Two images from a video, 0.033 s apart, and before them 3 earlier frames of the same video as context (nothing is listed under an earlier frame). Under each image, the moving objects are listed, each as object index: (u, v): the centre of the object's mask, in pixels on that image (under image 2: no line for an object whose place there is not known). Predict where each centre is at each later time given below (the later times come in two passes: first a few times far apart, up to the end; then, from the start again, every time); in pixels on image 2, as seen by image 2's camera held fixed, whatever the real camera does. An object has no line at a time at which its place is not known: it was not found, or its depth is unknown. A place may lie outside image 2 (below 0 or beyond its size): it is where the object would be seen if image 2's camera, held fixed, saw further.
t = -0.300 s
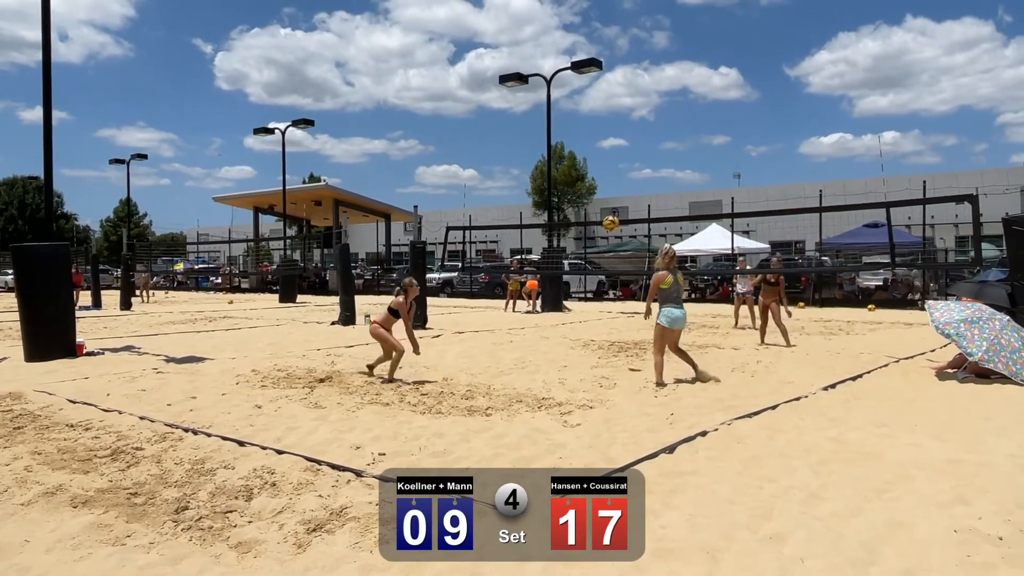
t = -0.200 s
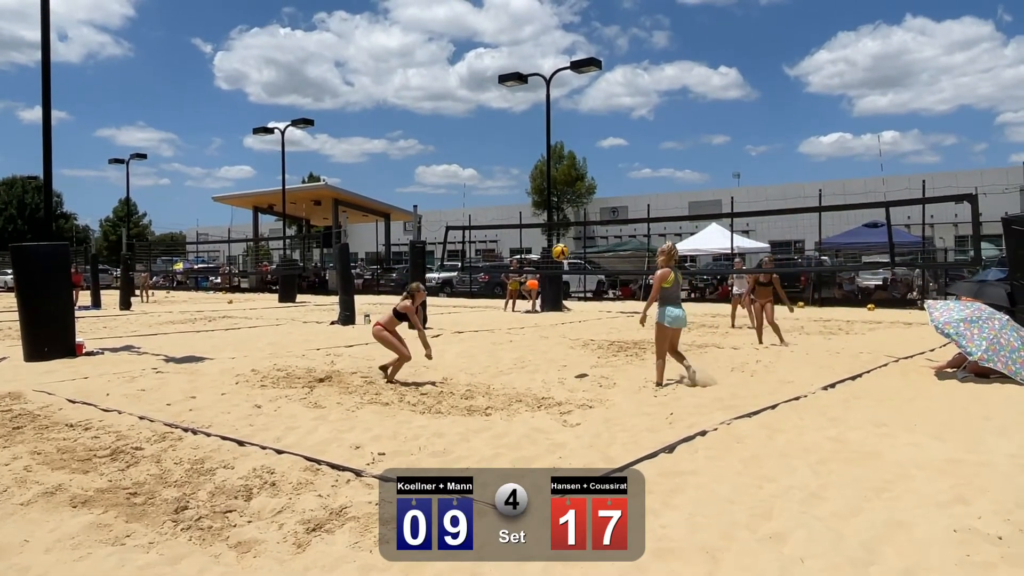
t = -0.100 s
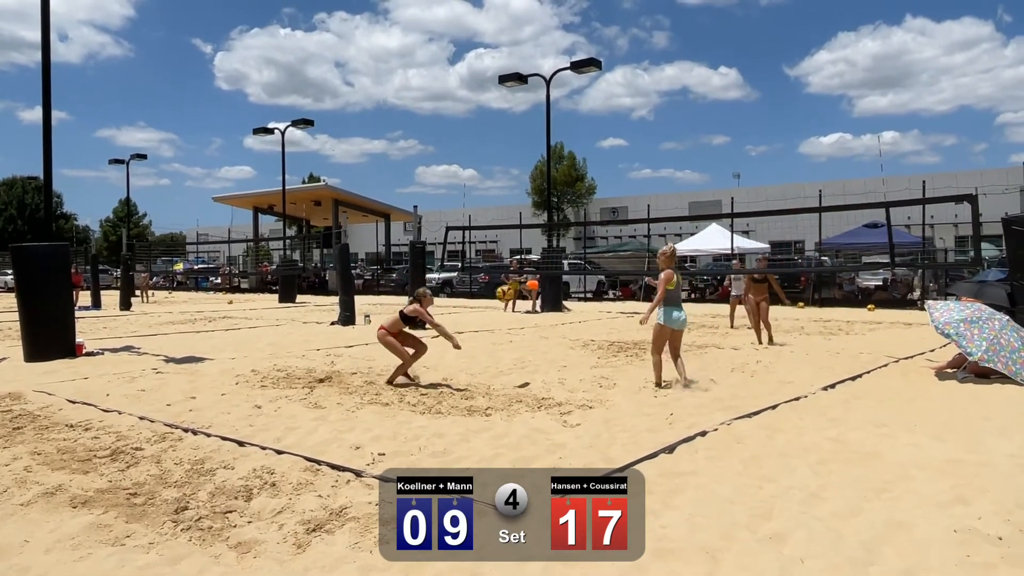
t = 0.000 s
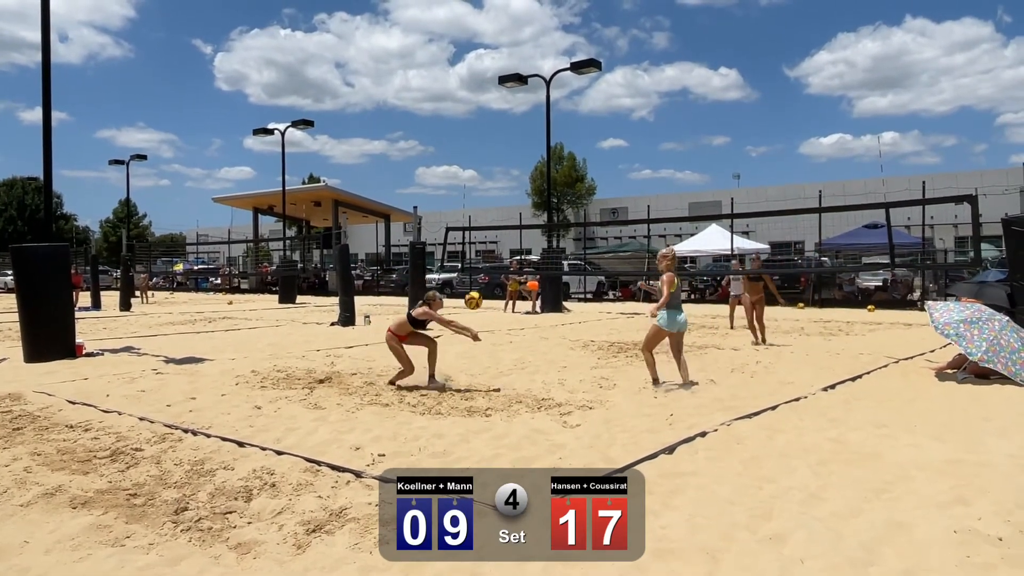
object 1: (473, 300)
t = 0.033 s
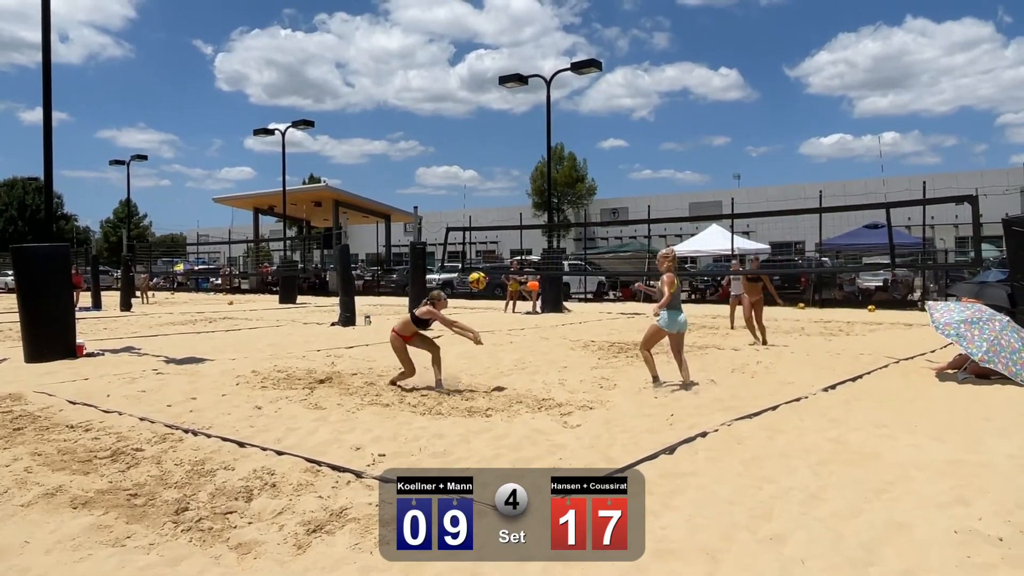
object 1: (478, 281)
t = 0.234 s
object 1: (495, 180)
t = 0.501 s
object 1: (513, 105)
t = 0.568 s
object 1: (517, 96)
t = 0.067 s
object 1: (481, 261)
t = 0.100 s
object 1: (484, 242)
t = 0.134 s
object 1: (487, 225)
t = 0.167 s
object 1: (489, 209)
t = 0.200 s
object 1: (492, 194)
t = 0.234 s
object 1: (495, 180)
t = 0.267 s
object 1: (497, 167)
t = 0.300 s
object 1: (500, 155)
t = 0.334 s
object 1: (502, 145)
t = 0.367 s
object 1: (505, 135)
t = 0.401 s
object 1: (507, 126)
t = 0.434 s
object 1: (509, 118)
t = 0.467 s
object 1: (511, 111)
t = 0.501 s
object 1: (513, 105)
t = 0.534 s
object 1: (515, 100)
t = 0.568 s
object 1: (517, 96)
